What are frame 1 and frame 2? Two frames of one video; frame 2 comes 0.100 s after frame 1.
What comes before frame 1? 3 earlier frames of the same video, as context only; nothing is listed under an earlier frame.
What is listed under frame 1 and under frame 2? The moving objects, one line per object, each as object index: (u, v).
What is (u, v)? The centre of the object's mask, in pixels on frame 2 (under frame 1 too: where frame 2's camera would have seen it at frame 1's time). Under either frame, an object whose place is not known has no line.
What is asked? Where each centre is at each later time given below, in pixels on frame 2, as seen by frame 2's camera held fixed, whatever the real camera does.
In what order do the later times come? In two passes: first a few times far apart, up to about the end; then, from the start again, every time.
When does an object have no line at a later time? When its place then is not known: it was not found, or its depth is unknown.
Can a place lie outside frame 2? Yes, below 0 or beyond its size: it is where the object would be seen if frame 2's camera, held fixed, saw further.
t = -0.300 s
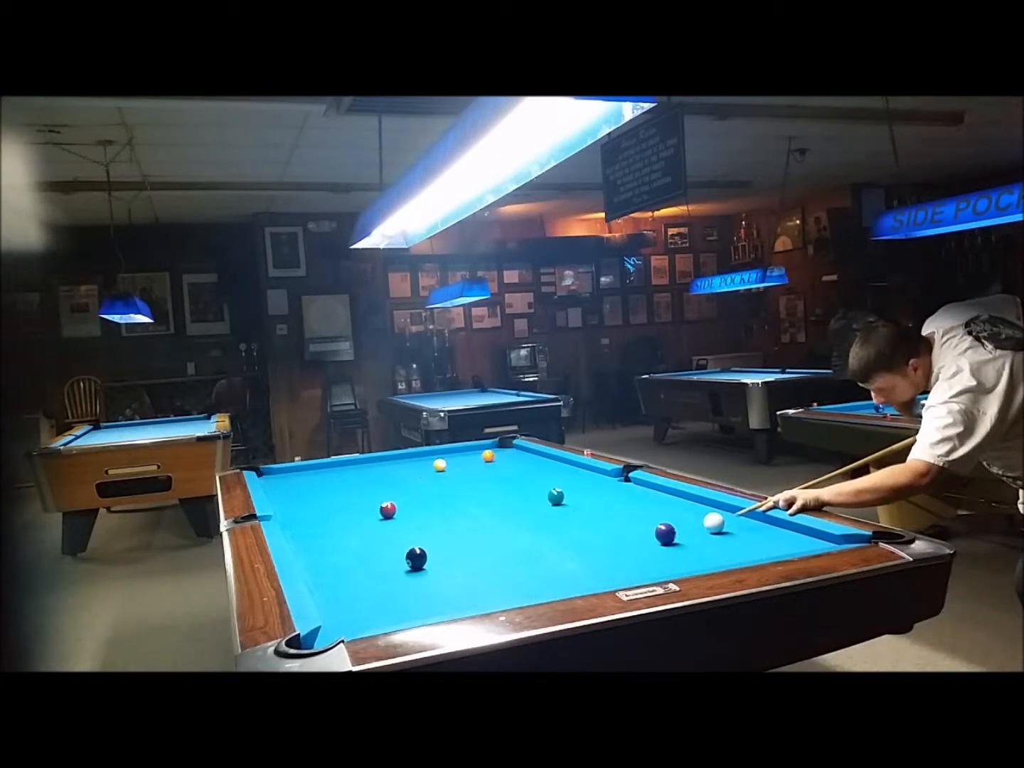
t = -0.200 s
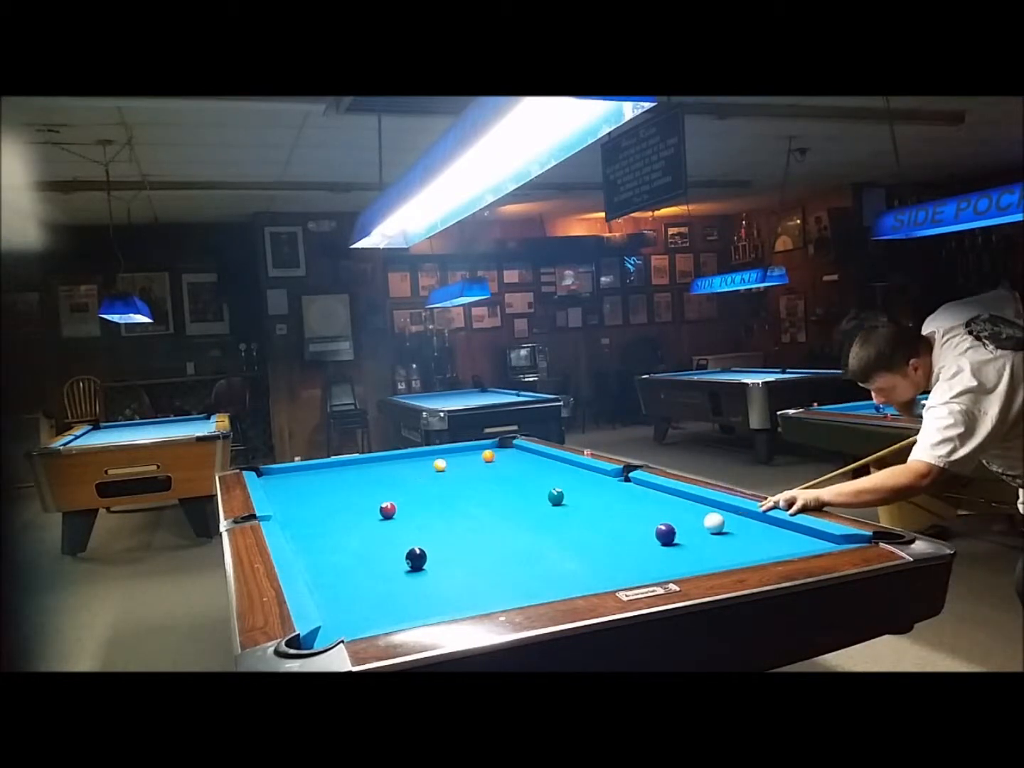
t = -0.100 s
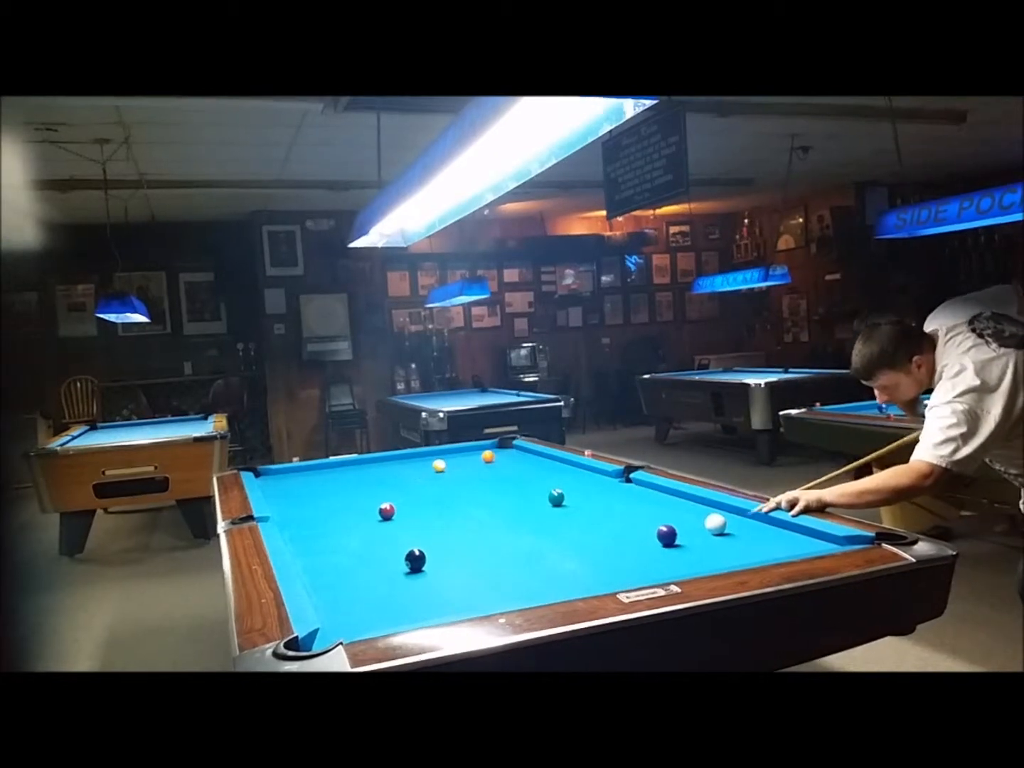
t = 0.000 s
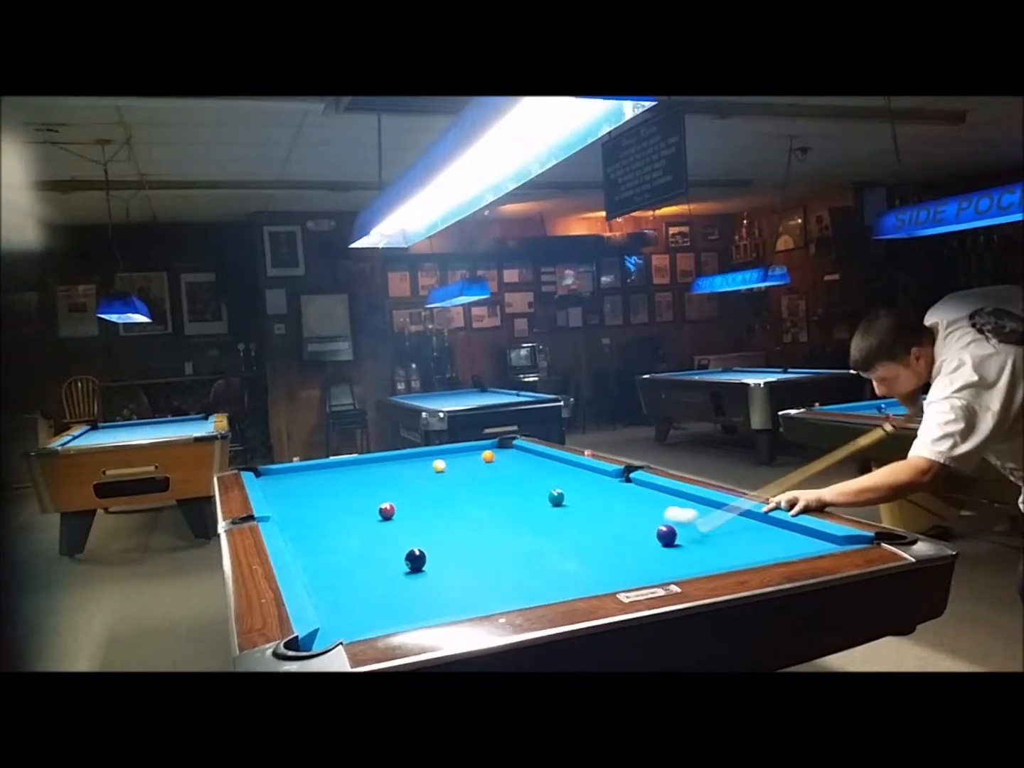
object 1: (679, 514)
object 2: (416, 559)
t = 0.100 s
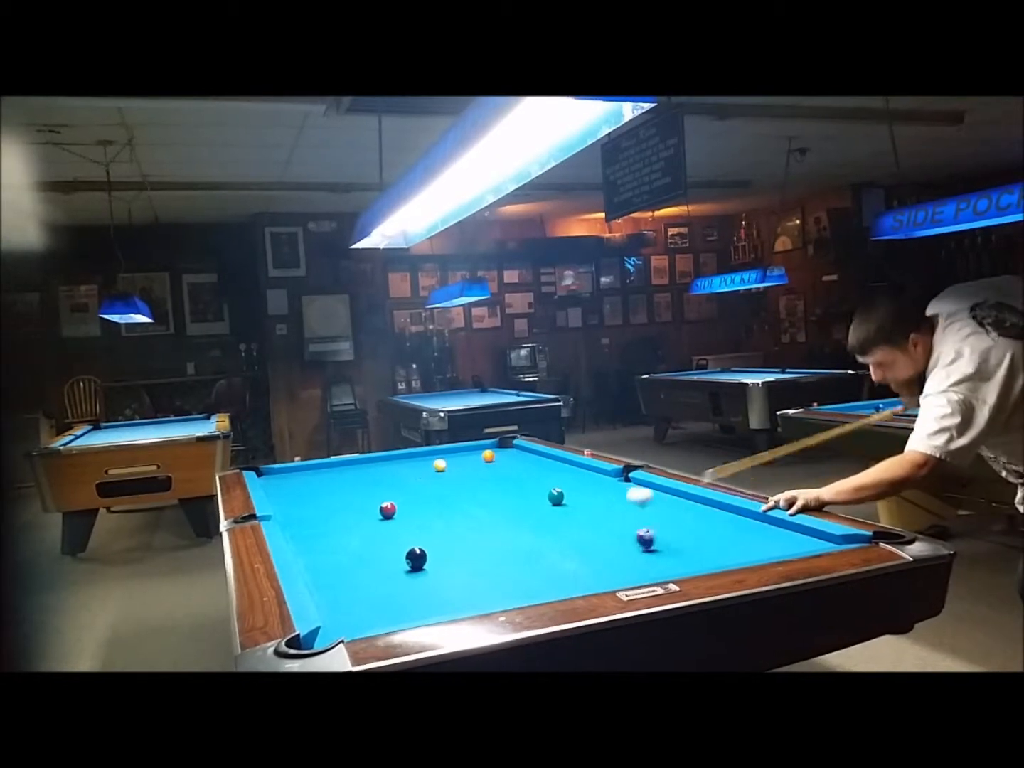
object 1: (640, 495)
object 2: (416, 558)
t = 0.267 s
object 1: (583, 534)
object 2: (416, 558)
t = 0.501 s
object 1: (526, 544)
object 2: (416, 558)
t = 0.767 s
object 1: (467, 555)
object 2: (416, 558)
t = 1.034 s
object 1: (416, 566)
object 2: (406, 554)
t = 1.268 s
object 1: (382, 574)
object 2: (395, 556)
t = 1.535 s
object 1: (341, 585)
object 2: (382, 555)
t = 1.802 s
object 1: (332, 591)
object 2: (370, 553)
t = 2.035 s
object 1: (353, 589)
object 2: (361, 552)
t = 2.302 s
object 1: (375, 587)
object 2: (352, 551)
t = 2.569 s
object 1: (395, 585)
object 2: (346, 551)
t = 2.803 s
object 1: (409, 584)
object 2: (342, 550)
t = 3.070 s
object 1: (424, 583)
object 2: (339, 549)
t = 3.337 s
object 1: (436, 582)
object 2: (338, 549)
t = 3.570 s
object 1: (444, 581)
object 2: (336, 549)
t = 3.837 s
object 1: (452, 579)
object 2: (336, 549)
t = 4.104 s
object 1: (457, 578)
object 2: (336, 549)
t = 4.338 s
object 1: (459, 578)
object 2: (336, 549)
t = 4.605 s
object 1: (460, 578)
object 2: (336, 549)
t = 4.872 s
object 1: (459, 578)
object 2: (336, 549)
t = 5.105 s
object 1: (459, 578)
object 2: (336, 549)
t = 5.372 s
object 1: (459, 578)
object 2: (336, 549)
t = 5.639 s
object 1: (459, 578)
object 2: (336, 549)
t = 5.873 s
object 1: (459, 578)
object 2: (336, 549)
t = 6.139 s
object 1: (459, 578)
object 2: (336, 549)
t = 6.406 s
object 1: (459, 578)
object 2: (336, 549)
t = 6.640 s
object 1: (459, 578)
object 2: (336, 549)
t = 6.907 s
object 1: (459, 578)
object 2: (336, 549)
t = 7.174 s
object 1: (459, 578)
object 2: (336, 549)
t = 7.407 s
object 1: (459, 578)
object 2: (336, 549)
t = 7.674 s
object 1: (459, 578)
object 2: (336, 549)
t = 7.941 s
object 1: (459, 578)
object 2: (336, 549)
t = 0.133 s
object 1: (628, 495)
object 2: (416, 558)
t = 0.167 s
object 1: (617, 500)
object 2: (416, 558)
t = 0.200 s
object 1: (606, 507)
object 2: (416, 558)
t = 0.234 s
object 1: (595, 519)
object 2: (416, 558)
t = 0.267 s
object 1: (583, 534)
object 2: (416, 558)
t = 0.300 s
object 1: (573, 533)
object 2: (416, 558)
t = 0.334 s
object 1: (565, 529)
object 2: (416, 558)
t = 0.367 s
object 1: (557, 530)
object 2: (416, 558)
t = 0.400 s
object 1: (549, 534)
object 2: (416, 558)
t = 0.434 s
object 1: (540, 542)
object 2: (416, 558)
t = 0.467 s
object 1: (532, 543)
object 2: (416, 558)
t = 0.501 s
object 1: (526, 544)
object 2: (416, 558)
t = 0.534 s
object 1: (519, 548)
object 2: (416, 558)
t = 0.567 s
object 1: (512, 549)
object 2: (416, 558)
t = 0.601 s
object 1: (505, 550)
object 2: (416, 558)
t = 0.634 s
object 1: (497, 551)
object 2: (416, 558)
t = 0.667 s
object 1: (489, 552)
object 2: (416, 558)
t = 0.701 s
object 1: (482, 554)
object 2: (416, 558)
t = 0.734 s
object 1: (475, 554)
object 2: (416, 558)
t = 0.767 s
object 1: (467, 555)
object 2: (416, 558)
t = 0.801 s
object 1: (460, 556)
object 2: (416, 558)
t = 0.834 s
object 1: (453, 558)
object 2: (416, 558)
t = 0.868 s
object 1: (444, 559)
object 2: (416, 558)
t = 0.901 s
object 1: (438, 560)
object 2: (416, 558)
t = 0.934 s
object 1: (431, 561)
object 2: (413, 558)
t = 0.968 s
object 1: (426, 563)
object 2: (410, 557)
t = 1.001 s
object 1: (421, 564)
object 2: (408, 555)
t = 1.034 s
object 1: (416, 566)
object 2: (406, 554)
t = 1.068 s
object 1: (411, 566)
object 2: (405, 552)
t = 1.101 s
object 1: (406, 568)
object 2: (404, 552)
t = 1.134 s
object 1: (402, 570)
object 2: (403, 553)
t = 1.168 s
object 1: (397, 570)
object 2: (402, 554)
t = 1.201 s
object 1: (392, 572)
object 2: (400, 555)
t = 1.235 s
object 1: (387, 573)
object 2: (398, 555)
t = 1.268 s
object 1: (382, 574)
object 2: (395, 556)
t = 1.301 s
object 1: (377, 576)
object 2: (393, 556)
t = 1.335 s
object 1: (372, 577)
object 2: (392, 556)
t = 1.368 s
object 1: (367, 579)
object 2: (390, 555)
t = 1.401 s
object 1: (362, 580)
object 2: (388, 555)
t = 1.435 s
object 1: (357, 581)
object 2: (387, 555)
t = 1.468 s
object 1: (352, 583)
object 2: (385, 555)
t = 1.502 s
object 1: (346, 584)
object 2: (383, 555)
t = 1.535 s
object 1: (341, 585)
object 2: (382, 555)
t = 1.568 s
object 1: (336, 587)
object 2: (380, 554)
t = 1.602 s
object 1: (331, 588)
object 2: (378, 554)
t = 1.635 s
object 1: (326, 590)
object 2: (377, 554)
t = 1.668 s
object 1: (321, 591)
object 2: (375, 554)
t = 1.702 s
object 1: (322, 591)
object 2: (374, 554)
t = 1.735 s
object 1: (325, 591)
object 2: (372, 554)
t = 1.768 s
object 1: (329, 591)
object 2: (371, 553)
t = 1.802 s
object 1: (332, 591)
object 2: (370, 553)
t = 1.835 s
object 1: (335, 590)
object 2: (368, 553)
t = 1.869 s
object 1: (338, 590)
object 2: (367, 553)
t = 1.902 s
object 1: (341, 590)
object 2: (365, 553)
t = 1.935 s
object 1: (344, 590)
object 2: (364, 553)
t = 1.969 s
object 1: (347, 589)
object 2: (363, 553)
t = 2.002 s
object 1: (350, 589)
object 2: (362, 553)
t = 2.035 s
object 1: (353, 589)
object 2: (361, 552)
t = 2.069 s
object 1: (356, 588)
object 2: (360, 552)
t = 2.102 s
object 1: (359, 588)
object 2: (358, 552)
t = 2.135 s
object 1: (362, 588)
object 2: (357, 552)
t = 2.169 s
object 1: (364, 588)
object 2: (356, 552)
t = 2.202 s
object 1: (367, 588)
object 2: (355, 552)
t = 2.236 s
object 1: (370, 587)
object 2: (354, 552)
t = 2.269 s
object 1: (373, 587)
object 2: (353, 552)
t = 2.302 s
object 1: (375, 587)
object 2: (352, 551)
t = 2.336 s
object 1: (378, 587)
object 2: (351, 551)
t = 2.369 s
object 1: (380, 586)
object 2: (350, 551)
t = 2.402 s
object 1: (383, 586)
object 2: (350, 551)
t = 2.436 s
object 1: (385, 586)
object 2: (349, 551)
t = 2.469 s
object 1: (388, 586)
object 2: (348, 551)
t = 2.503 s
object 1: (390, 586)
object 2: (347, 551)
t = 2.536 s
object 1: (392, 585)
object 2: (346, 551)
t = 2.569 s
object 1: (395, 585)
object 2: (346, 551)
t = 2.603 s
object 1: (397, 585)
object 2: (345, 551)
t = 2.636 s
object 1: (399, 585)
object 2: (345, 550)
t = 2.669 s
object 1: (401, 585)
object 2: (344, 550)
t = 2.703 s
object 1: (403, 585)
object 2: (344, 550)
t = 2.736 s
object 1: (405, 585)
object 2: (343, 550)
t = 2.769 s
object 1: (407, 584)
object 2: (343, 550)
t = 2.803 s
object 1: (409, 584)
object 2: (342, 550)
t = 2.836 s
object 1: (411, 584)
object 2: (342, 550)
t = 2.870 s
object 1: (413, 584)
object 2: (341, 549)
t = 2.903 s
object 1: (415, 584)
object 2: (341, 549)
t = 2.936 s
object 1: (417, 583)
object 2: (340, 549)
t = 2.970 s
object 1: (418, 583)
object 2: (340, 549)
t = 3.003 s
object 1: (420, 583)
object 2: (340, 549)
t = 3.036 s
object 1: (422, 583)
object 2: (339, 549)
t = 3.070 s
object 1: (424, 583)
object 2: (339, 549)
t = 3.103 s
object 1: (425, 583)
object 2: (339, 549)
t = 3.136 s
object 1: (427, 582)
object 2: (339, 549)
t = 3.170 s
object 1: (429, 582)
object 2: (339, 549)
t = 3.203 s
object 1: (430, 582)
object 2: (338, 549)
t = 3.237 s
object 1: (431, 582)
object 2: (338, 549)
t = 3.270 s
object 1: (433, 582)
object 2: (338, 549)
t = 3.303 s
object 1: (434, 582)
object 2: (338, 549)
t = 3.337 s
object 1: (436, 582)
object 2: (338, 549)
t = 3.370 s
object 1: (437, 582)
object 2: (337, 549)
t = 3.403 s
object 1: (438, 581)
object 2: (337, 549)
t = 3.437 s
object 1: (440, 581)
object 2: (337, 549)
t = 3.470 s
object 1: (441, 581)
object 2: (337, 549)
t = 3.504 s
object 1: (442, 581)
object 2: (337, 549)
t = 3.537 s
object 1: (443, 581)
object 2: (336, 549)
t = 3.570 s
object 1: (444, 581)
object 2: (336, 549)
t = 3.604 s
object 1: (445, 580)
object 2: (336, 549)
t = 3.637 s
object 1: (446, 580)
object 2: (336, 549)
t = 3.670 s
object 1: (447, 580)
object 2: (336, 549)
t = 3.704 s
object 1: (448, 580)
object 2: (336, 549)
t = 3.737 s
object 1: (449, 580)
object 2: (336, 549)
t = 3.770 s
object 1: (450, 580)
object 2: (336, 549)
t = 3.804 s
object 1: (451, 579)
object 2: (336, 549)
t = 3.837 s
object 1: (452, 579)
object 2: (336, 549)
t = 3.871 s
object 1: (453, 579)
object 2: (336, 549)
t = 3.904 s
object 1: (454, 579)
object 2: (336, 549)
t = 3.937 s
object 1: (454, 579)
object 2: (336, 549)
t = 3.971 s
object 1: (455, 579)
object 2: (336, 549)
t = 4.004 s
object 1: (455, 579)
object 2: (336, 549)
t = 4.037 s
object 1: (456, 579)
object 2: (336, 549)
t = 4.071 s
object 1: (457, 579)
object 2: (336, 549)
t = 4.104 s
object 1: (457, 578)
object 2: (336, 549)
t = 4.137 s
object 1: (457, 578)
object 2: (336, 549)
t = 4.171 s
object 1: (458, 578)
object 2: (336, 549)
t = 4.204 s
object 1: (458, 578)
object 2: (336, 549)
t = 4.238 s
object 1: (459, 578)
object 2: (336, 549)
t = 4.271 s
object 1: (459, 578)
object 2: (336, 549)
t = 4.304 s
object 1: (459, 578)
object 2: (336, 549)
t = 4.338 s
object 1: (459, 578)
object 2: (336, 549)
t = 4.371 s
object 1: (460, 578)
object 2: (336, 549)
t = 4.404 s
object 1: (460, 578)
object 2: (336, 549)
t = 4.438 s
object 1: (460, 578)
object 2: (336, 549)
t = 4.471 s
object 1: (460, 578)
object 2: (336, 549)
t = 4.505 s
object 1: (460, 578)
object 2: (336, 549)
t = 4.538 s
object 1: (460, 578)
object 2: (336, 549)
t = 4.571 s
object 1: (460, 578)
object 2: (336, 549)
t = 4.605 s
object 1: (460, 578)
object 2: (336, 549)
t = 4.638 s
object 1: (460, 578)
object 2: (336, 549)
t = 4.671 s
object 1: (459, 578)
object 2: (336, 549)
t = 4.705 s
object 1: (459, 578)
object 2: (336, 549)
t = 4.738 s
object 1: (459, 578)
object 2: (336, 549)
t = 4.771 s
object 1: (459, 578)
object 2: (336, 549)
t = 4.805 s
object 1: (459, 578)
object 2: (336, 549)
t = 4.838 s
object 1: (459, 578)
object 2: (336, 549)
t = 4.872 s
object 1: (459, 578)
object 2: (336, 549)
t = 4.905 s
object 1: (459, 578)
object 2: (336, 549)
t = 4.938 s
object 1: (459, 578)
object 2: (336, 549)
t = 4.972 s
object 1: (459, 578)
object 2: (336, 549)
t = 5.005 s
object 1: (459, 578)
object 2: (336, 549)
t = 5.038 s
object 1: (459, 578)
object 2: (336, 549)
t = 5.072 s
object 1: (459, 578)
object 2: (336, 549)
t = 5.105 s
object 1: (459, 578)
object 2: (336, 549)
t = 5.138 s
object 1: (459, 578)
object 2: (336, 549)
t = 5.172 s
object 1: (459, 578)
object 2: (336, 549)
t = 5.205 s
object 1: (459, 578)
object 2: (336, 549)
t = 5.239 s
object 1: (459, 578)
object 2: (336, 549)
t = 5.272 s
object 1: (459, 578)
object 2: (336, 549)
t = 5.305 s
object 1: (459, 578)
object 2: (336, 549)
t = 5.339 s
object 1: (459, 578)
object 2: (336, 549)
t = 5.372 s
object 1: (459, 578)
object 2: (336, 549)
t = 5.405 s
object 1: (459, 578)
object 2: (336, 549)
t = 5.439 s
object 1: (459, 578)
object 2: (336, 549)
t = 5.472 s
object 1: (459, 578)
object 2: (336, 549)
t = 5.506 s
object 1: (459, 578)
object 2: (336, 549)
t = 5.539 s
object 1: (459, 578)
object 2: (336, 549)
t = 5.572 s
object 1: (459, 578)
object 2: (336, 549)
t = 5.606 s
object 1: (459, 578)
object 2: (336, 549)
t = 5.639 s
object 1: (459, 578)
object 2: (336, 549)
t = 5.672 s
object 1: (459, 578)
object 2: (336, 549)
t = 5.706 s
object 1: (459, 578)
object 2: (336, 549)
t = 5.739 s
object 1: (459, 578)
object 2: (336, 549)
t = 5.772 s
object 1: (459, 578)
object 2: (336, 549)
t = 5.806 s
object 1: (459, 578)
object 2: (336, 549)
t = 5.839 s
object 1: (459, 578)
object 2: (336, 549)
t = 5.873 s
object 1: (459, 578)
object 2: (336, 549)
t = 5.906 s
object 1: (459, 578)
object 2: (336, 549)
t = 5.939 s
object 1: (459, 578)
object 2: (336, 549)
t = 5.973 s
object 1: (459, 578)
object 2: (336, 549)
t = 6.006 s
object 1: (459, 578)
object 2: (336, 549)
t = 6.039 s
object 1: (459, 578)
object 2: (336, 549)
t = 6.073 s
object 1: (459, 578)
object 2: (336, 549)
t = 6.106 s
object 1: (459, 578)
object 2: (336, 549)
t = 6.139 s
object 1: (459, 578)
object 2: (336, 549)
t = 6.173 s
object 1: (459, 578)
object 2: (336, 549)
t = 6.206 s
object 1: (459, 578)
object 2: (336, 549)
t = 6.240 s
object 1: (459, 578)
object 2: (336, 549)
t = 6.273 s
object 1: (459, 578)
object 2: (336, 549)
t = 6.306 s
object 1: (459, 578)
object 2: (336, 549)
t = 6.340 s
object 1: (459, 578)
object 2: (336, 549)
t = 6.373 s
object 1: (459, 578)
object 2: (336, 549)
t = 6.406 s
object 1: (459, 578)
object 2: (336, 549)
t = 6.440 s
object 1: (459, 578)
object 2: (336, 549)
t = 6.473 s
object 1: (459, 578)
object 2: (336, 549)
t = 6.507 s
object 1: (459, 578)
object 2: (336, 549)
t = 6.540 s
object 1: (459, 578)
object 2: (336, 549)
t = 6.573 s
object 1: (459, 578)
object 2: (336, 549)
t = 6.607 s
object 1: (459, 578)
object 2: (336, 549)
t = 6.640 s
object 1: (459, 578)
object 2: (336, 549)
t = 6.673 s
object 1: (459, 578)
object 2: (336, 549)
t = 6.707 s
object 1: (459, 578)
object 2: (336, 549)
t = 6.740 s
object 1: (459, 578)
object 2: (336, 549)
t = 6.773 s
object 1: (459, 578)
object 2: (336, 549)
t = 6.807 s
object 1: (459, 578)
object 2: (336, 549)
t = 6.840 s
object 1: (459, 578)
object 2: (336, 549)
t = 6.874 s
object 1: (459, 578)
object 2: (336, 549)
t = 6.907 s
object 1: (459, 578)
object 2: (336, 549)
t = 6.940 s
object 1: (459, 578)
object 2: (336, 549)
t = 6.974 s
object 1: (459, 578)
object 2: (336, 549)
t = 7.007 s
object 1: (459, 578)
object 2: (336, 549)
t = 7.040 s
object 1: (459, 578)
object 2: (336, 549)
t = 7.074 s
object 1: (459, 578)
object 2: (336, 549)
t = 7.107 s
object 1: (459, 578)
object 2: (336, 549)
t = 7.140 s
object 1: (459, 578)
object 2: (336, 549)
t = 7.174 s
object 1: (459, 578)
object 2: (336, 549)
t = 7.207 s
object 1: (459, 578)
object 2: (336, 549)
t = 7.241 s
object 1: (459, 578)
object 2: (336, 549)
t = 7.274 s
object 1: (459, 578)
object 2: (336, 549)
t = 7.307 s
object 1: (459, 578)
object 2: (336, 549)
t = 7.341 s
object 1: (459, 578)
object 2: (336, 549)
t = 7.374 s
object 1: (459, 578)
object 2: (336, 549)
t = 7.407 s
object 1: (459, 578)
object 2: (336, 549)
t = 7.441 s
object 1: (459, 578)
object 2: (336, 549)
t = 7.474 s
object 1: (459, 578)
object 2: (336, 549)
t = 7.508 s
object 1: (459, 578)
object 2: (336, 549)
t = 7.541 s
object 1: (459, 578)
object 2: (336, 549)
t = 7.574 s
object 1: (459, 578)
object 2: (336, 549)
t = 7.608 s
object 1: (459, 578)
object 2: (336, 549)
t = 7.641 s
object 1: (459, 578)
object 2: (336, 549)
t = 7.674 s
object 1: (459, 578)
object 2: (336, 549)
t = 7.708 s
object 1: (459, 578)
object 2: (336, 549)
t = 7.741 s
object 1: (459, 578)
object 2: (336, 549)
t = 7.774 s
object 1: (459, 578)
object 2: (336, 549)
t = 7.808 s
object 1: (459, 578)
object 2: (336, 549)
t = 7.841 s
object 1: (459, 578)
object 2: (336, 549)
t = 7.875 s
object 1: (459, 578)
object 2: (336, 549)
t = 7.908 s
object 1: (459, 578)
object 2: (336, 549)
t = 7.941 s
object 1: (459, 578)
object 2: (336, 549)
